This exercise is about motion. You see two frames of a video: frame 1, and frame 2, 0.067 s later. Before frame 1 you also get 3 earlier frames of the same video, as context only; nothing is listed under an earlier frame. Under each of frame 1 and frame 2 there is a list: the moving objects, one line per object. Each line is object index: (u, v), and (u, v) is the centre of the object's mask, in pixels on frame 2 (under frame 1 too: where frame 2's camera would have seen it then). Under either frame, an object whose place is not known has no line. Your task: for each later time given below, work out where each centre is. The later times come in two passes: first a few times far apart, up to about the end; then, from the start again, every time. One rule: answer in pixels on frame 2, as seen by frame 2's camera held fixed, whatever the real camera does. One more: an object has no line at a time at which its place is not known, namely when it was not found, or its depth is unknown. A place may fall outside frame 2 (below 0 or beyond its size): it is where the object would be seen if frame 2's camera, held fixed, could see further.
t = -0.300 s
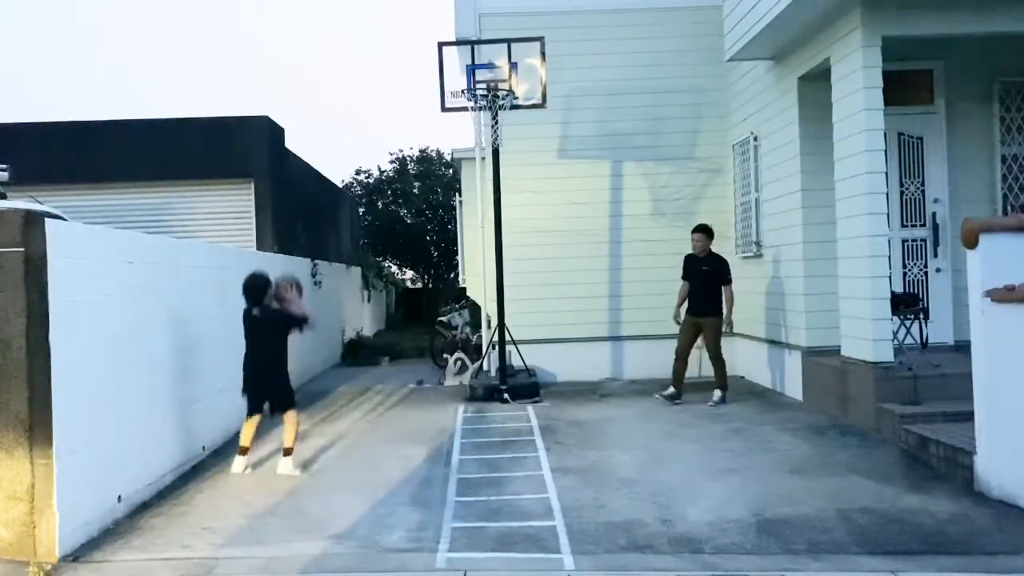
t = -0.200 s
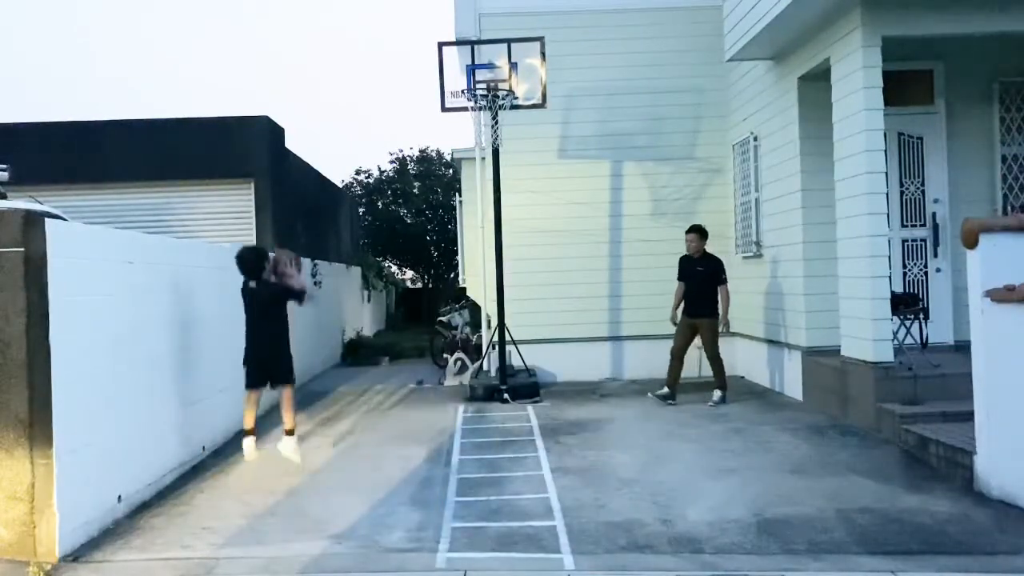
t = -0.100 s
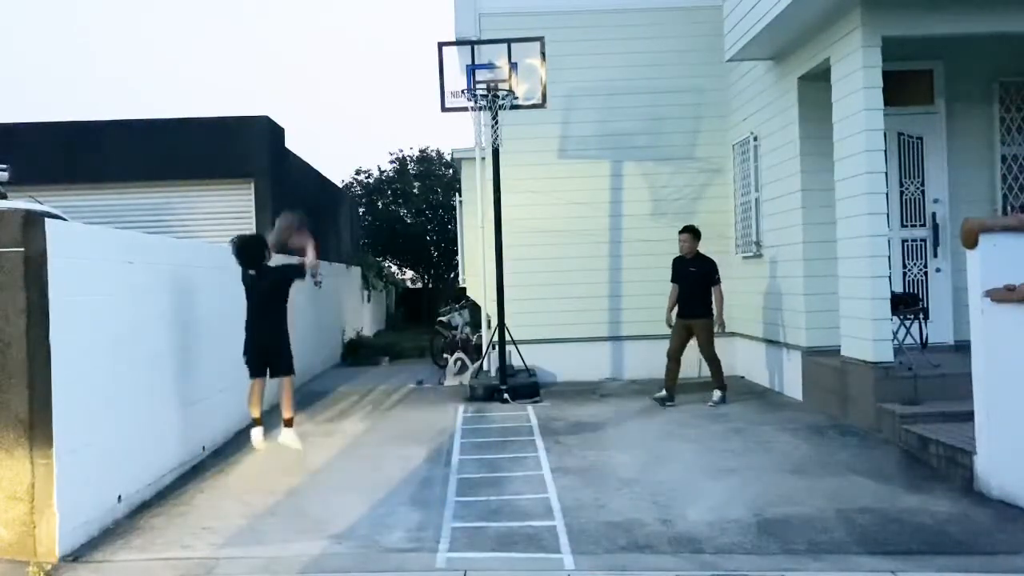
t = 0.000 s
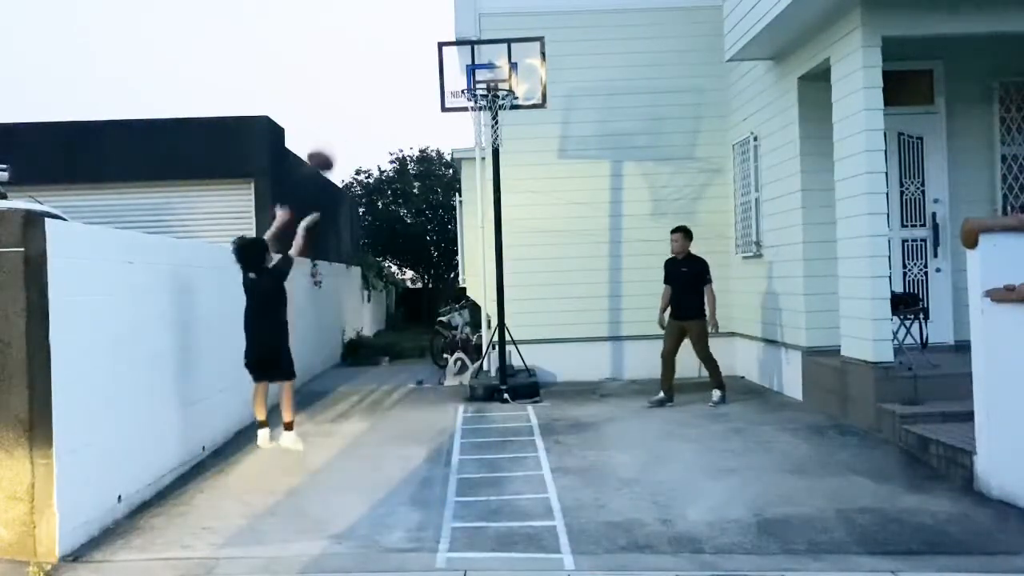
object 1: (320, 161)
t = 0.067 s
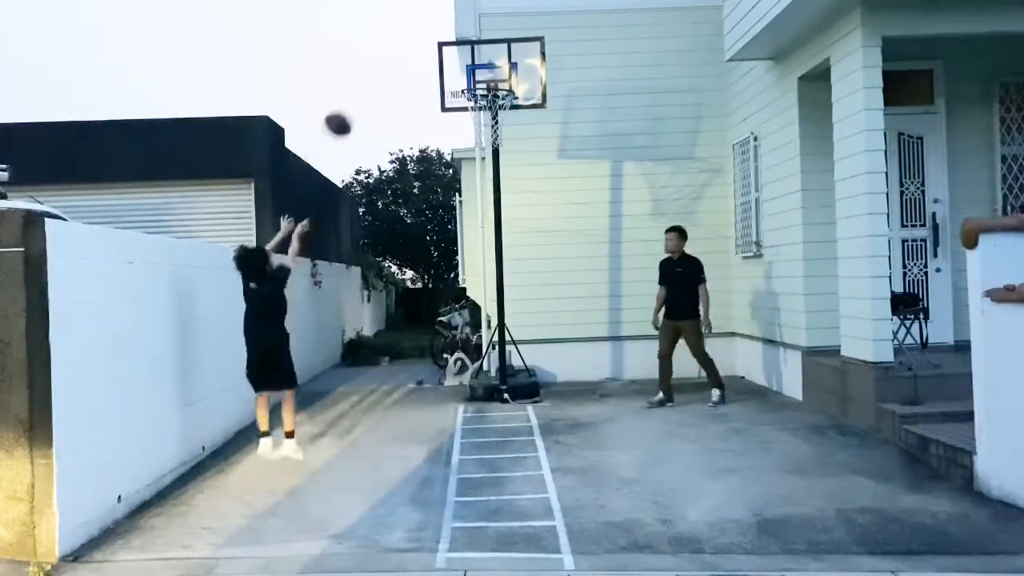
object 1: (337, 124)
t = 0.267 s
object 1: (388, 54)
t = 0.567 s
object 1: (457, 46)
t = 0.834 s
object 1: (500, 72)
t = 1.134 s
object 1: (536, 93)
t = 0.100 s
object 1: (346, 108)
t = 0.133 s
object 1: (355, 94)
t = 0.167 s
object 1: (364, 82)
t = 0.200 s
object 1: (372, 71)
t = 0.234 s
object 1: (380, 62)
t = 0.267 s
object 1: (388, 54)
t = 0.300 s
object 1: (397, 48)
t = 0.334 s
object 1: (404, 43)
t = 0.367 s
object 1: (412, 39)
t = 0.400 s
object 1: (420, 37)
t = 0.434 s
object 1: (427, 36)
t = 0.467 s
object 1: (435, 37)
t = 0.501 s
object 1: (442, 38)
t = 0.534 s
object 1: (449, 42)
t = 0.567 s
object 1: (457, 46)
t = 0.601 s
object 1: (464, 51)
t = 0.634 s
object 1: (470, 56)
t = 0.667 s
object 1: (477, 65)
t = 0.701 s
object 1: (483, 73)
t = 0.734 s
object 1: (489, 76)
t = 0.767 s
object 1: (492, 75)
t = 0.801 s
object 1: (495, 72)
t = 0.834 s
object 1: (500, 72)
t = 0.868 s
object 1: (502, 72)
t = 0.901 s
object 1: (505, 74)
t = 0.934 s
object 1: (511, 78)
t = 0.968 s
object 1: (514, 78)
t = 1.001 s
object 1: (518, 77)
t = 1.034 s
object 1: (522, 79)
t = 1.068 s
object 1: (526, 82)
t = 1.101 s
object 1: (531, 87)
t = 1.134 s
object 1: (536, 93)
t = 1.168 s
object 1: (539, 98)
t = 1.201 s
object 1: (543, 106)
